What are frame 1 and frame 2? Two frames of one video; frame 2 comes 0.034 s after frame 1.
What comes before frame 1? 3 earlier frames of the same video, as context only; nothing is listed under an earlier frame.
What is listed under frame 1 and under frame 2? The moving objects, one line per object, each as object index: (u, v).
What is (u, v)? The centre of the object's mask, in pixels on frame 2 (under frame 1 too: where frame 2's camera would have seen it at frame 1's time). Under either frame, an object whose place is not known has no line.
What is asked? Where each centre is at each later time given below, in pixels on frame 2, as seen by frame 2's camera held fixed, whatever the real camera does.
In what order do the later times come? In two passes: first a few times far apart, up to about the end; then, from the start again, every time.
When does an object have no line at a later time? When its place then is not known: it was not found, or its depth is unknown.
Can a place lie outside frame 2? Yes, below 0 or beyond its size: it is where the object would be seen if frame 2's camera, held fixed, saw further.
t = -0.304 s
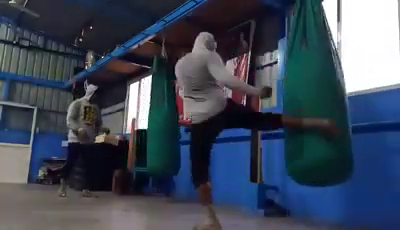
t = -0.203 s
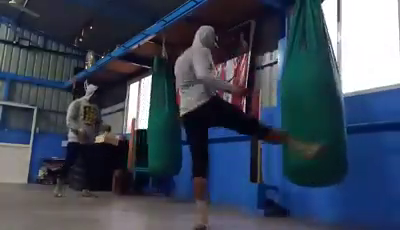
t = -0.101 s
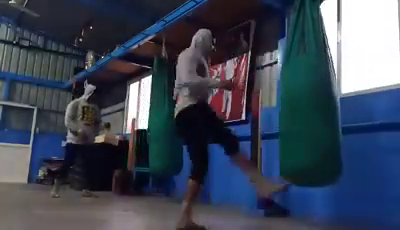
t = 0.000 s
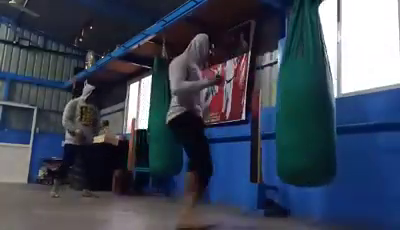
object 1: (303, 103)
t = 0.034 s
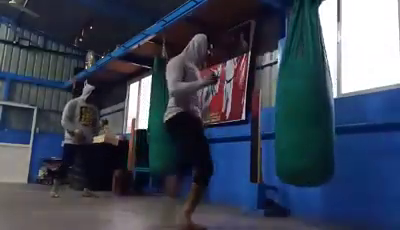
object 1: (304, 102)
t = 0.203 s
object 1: (300, 100)
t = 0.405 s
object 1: (296, 98)
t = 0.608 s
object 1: (295, 98)
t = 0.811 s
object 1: (295, 98)
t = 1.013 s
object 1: (297, 99)
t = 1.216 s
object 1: (301, 101)
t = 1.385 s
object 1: (306, 101)
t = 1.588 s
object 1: (313, 100)
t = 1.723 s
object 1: (316, 99)
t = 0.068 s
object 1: (303, 102)
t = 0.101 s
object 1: (302, 101)
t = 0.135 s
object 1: (301, 101)
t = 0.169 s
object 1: (301, 101)
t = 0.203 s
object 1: (300, 100)
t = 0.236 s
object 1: (299, 100)
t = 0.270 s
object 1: (299, 99)
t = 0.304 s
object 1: (298, 99)
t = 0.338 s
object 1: (297, 99)
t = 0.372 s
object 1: (296, 99)
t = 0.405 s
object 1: (296, 98)
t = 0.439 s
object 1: (296, 98)
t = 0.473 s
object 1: (295, 98)
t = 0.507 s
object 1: (295, 98)
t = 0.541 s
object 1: (295, 98)
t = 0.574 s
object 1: (295, 98)
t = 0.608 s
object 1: (295, 98)
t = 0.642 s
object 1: (294, 98)
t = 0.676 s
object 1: (294, 98)
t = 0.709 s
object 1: (294, 97)
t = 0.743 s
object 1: (294, 98)
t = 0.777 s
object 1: (294, 98)
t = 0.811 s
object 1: (295, 98)
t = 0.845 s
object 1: (295, 98)
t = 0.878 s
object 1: (295, 98)
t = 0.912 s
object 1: (295, 98)
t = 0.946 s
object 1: (295, 99)
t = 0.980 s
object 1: (296, 99)
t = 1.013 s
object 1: (297, 99)
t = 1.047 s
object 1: (297, 100)
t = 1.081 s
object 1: (298, 100)
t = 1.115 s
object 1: (298, 100)
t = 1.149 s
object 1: (299, 100)
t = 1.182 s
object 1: (300, 101)
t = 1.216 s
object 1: (301, 101)
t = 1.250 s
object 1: (302, 101)
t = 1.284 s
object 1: (303, 101)
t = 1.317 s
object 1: (304, 101)
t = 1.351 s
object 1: (305, 101)
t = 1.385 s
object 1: (306, 101)
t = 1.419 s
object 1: (307, 101)
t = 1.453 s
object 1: (309, 100)
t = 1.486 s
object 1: (310, 101)
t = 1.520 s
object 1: (310, 100)
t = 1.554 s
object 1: (312, 100)
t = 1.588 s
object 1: (313, 100)
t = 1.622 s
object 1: (314, 100)
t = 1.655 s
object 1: (315, 100)
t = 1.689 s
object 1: (315, 99)
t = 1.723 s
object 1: (316, 99)
